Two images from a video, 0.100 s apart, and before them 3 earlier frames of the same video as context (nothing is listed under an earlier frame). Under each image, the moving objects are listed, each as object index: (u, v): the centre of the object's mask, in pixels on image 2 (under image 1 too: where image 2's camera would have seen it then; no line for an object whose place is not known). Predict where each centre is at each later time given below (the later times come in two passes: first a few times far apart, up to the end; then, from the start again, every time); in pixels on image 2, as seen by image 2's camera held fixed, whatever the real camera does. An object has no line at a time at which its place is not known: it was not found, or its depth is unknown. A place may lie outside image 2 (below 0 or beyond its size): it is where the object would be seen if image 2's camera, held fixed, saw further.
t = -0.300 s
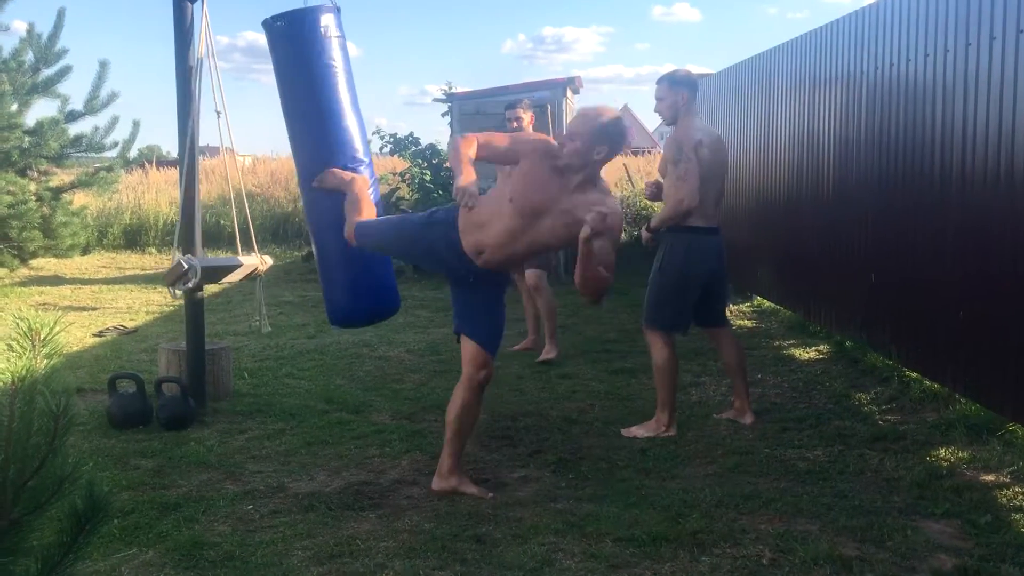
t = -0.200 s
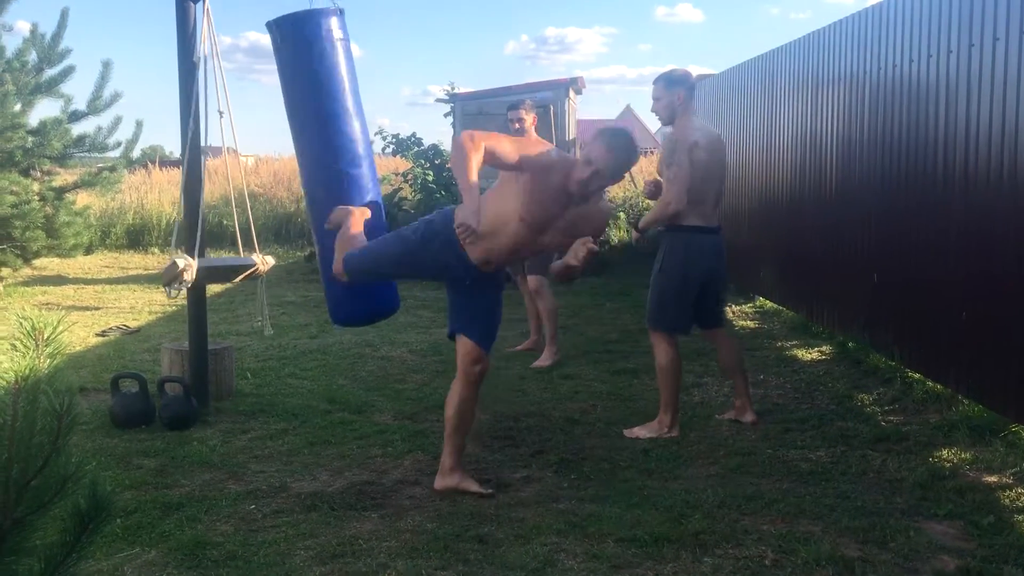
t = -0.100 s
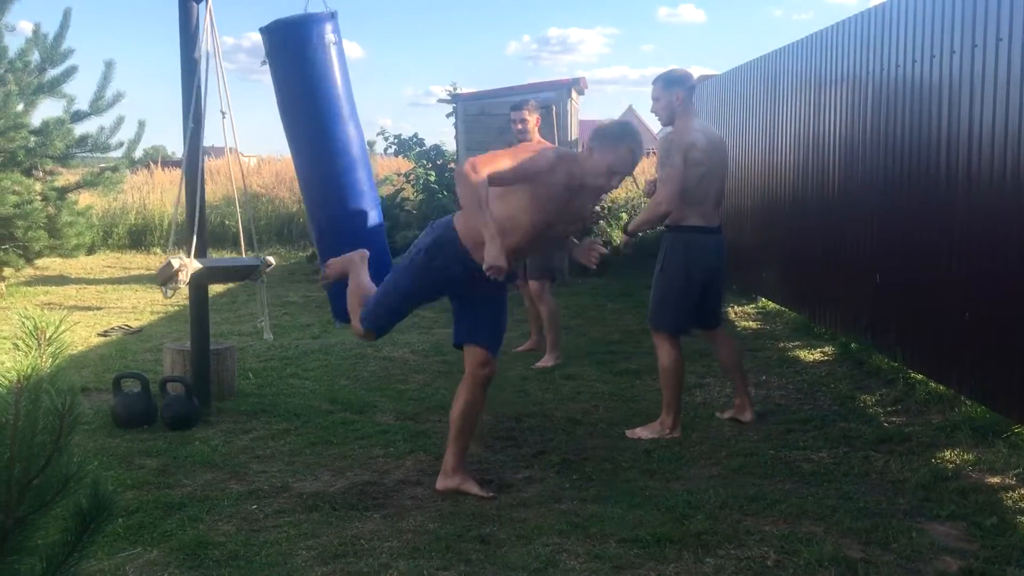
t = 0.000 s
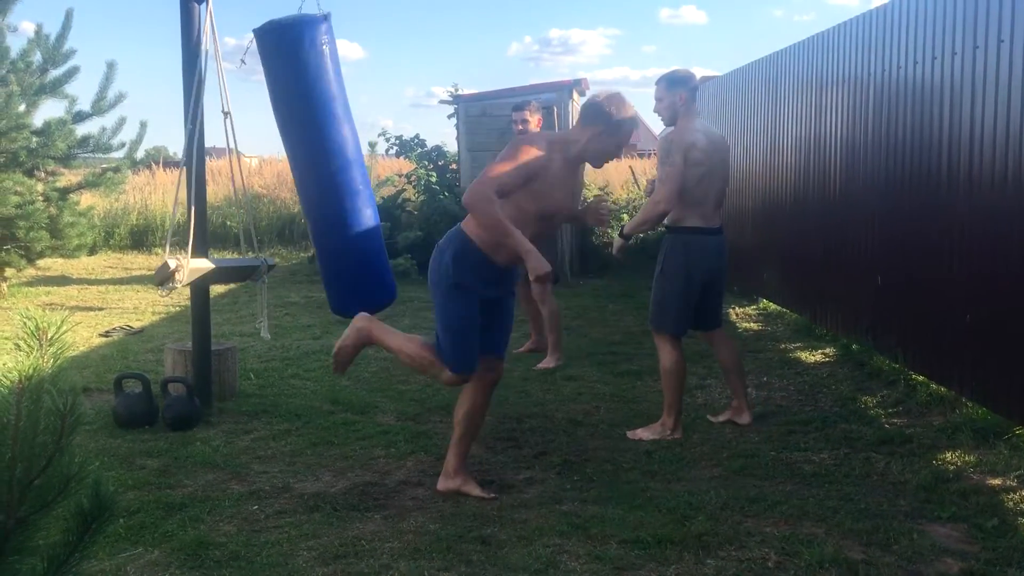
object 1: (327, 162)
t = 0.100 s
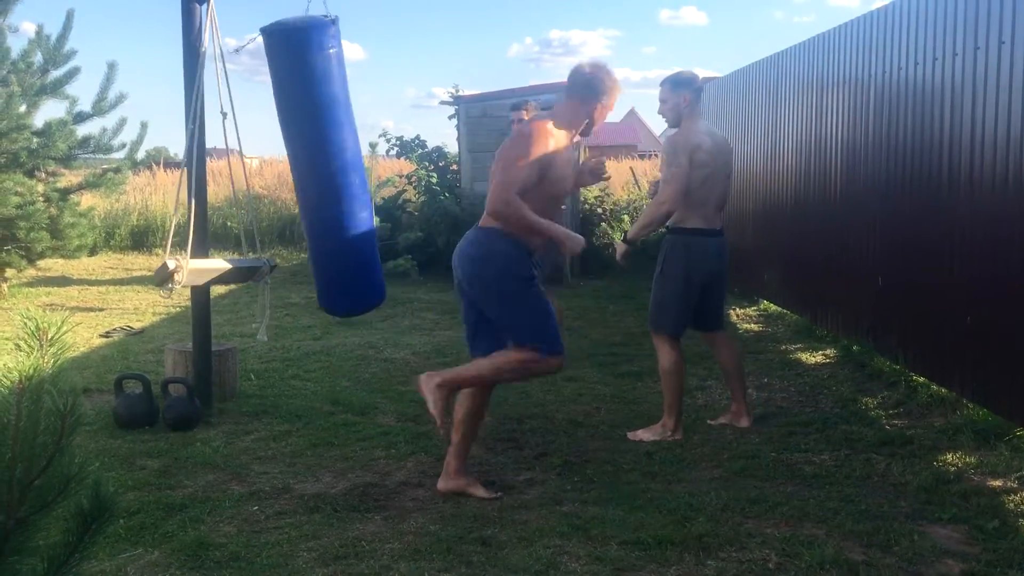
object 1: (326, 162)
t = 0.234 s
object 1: (321, 159)
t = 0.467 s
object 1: (304, 156)
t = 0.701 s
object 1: (302, 163)
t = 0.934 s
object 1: (301, 168)
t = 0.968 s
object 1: (302, 169)
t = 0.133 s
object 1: (325, 161)
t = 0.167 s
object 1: (324, 160)
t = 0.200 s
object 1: (323, 159)
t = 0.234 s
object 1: (321, 159)
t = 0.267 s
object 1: (319, 159)
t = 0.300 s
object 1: (316, 158)
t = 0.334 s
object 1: (314, 158)
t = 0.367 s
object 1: (311, 158)
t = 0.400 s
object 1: (308, 157)
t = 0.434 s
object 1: (306, 156)
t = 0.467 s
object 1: (304, 156)
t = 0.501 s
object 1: (303, 157)
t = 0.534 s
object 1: (303, 158)
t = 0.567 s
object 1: (303, 159)
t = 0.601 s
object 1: (303, 160)
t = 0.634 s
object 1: (303, 161)
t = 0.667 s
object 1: (302, 162)
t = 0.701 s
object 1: (302, 163)
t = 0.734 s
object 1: (301, 164)
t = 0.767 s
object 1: (300, 165)
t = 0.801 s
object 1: (300, 166)
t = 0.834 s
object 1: (300, 166)
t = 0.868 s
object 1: (300, 167)
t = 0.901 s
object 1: (300, 167)
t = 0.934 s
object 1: (301, 168)
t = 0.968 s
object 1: (302, 169)
